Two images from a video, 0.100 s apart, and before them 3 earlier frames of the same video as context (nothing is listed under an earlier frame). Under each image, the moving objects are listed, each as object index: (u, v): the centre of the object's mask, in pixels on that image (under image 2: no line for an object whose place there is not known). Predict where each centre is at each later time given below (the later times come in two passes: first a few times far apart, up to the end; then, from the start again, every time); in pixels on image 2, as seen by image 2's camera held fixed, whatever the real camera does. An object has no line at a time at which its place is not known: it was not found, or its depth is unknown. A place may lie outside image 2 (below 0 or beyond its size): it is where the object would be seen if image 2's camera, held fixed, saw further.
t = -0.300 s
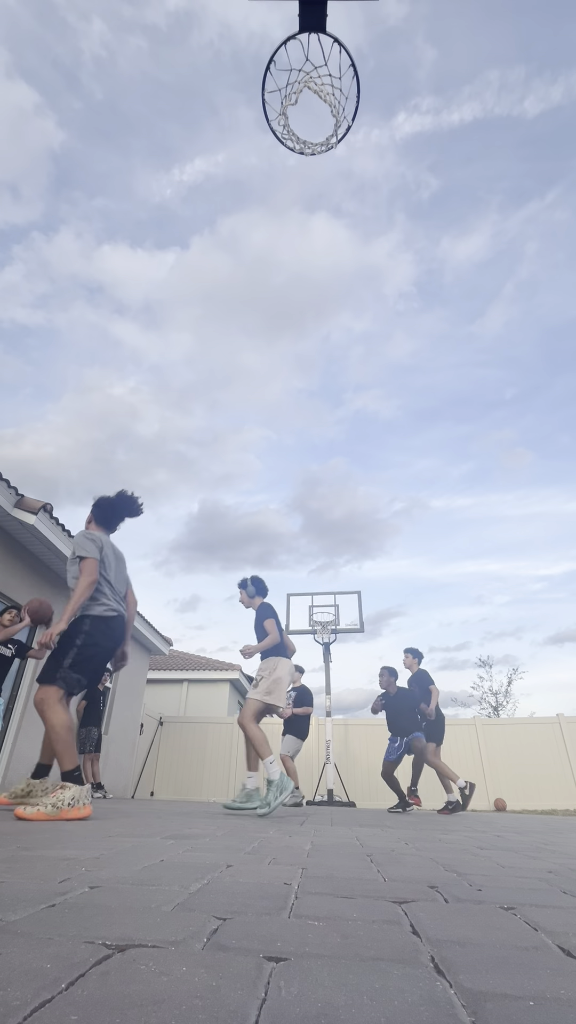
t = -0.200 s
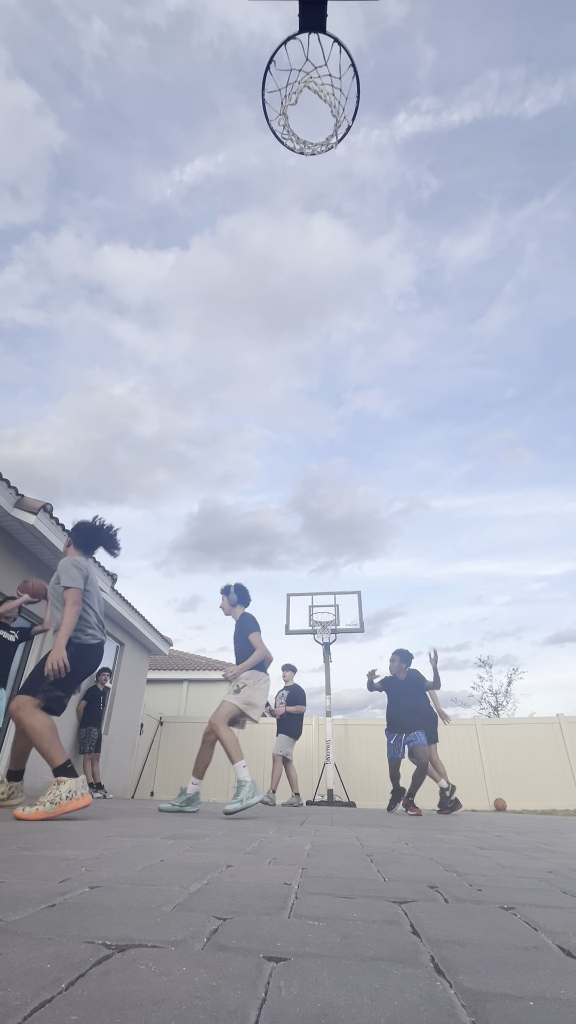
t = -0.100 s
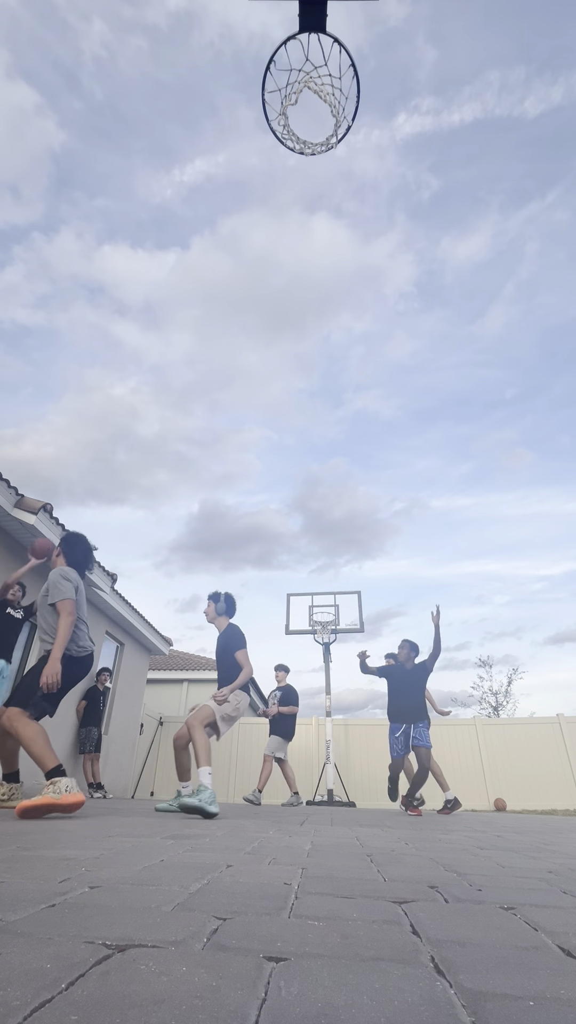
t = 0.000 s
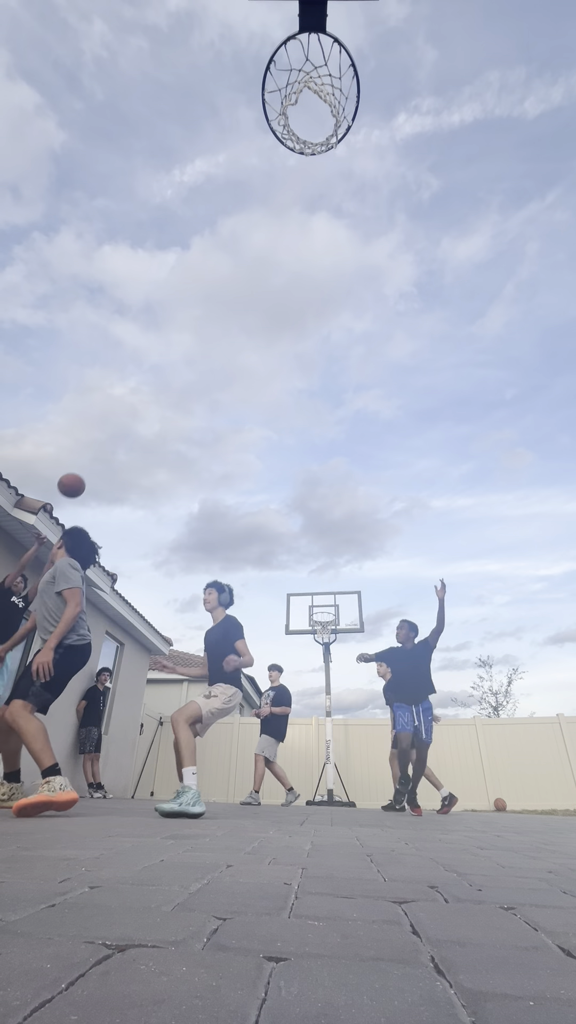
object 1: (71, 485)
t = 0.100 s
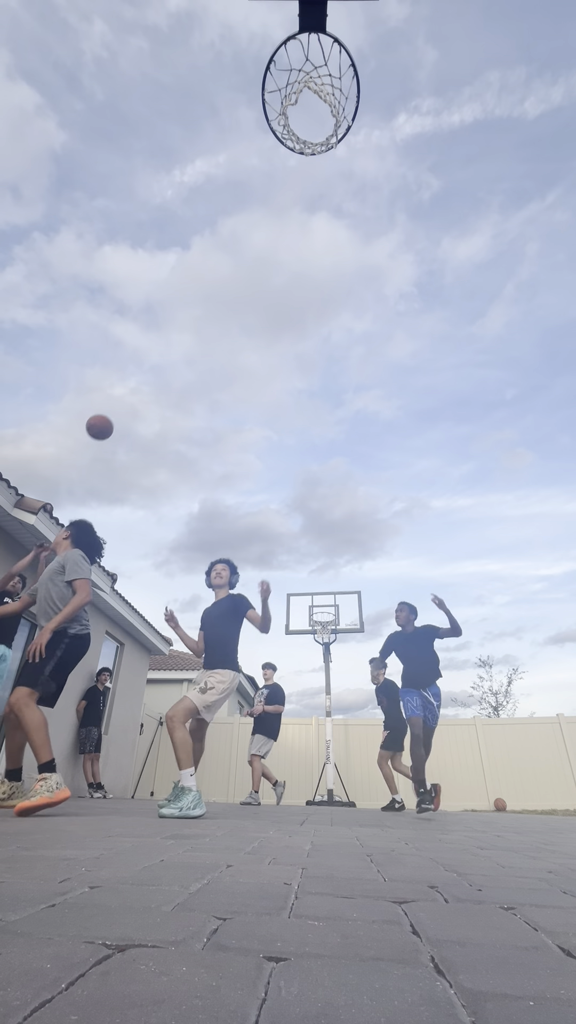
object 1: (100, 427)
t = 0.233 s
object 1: (135, 360)
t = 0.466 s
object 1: (198, 264)
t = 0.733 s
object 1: (288, 173)
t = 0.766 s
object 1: (302, 167)
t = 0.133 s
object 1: (109, 409)
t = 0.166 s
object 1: (118, 392)
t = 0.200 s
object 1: (126, 376)
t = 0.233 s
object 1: (135, 360)
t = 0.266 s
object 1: (144, 344)
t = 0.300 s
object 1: (152, 330)
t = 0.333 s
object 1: (161, 316)
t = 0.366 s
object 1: (170, 302)
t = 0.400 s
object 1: (179, 289)
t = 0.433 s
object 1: (188, 276)
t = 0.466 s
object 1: (198, 264)
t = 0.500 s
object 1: (207, 252)
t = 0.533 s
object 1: (217, 240)
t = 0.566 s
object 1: (227, 228)
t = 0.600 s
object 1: (238, 217)
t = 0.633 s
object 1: (249, 206)
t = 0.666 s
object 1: (261, 195)
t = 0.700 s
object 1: (274, 184)
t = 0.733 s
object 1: (288, 173)
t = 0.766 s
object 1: (302, 167)
